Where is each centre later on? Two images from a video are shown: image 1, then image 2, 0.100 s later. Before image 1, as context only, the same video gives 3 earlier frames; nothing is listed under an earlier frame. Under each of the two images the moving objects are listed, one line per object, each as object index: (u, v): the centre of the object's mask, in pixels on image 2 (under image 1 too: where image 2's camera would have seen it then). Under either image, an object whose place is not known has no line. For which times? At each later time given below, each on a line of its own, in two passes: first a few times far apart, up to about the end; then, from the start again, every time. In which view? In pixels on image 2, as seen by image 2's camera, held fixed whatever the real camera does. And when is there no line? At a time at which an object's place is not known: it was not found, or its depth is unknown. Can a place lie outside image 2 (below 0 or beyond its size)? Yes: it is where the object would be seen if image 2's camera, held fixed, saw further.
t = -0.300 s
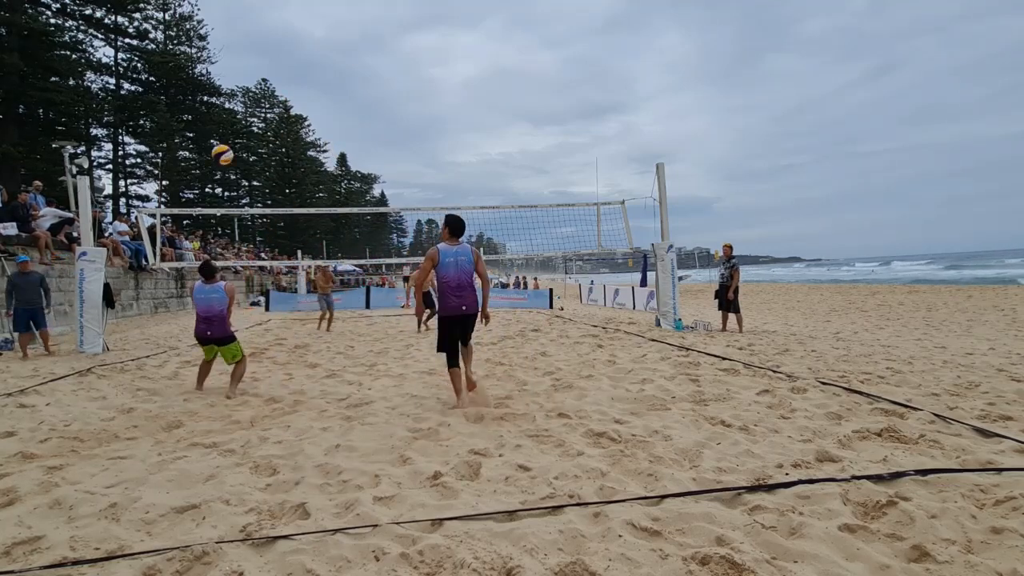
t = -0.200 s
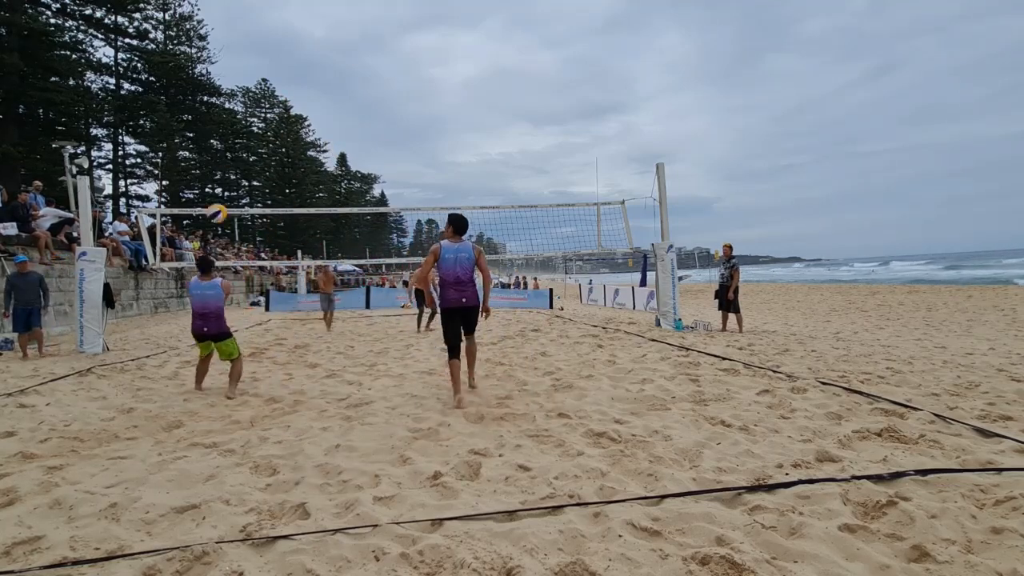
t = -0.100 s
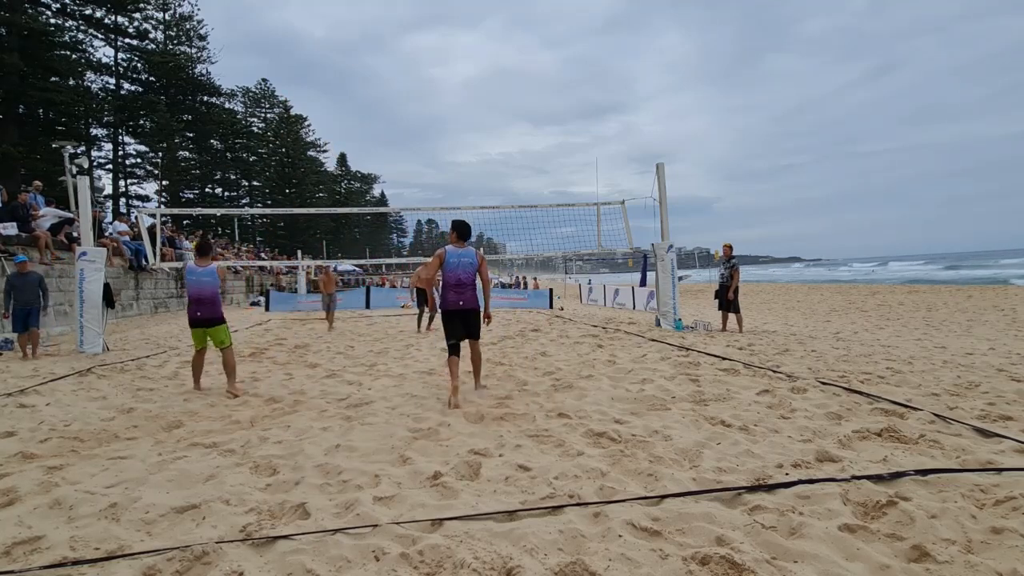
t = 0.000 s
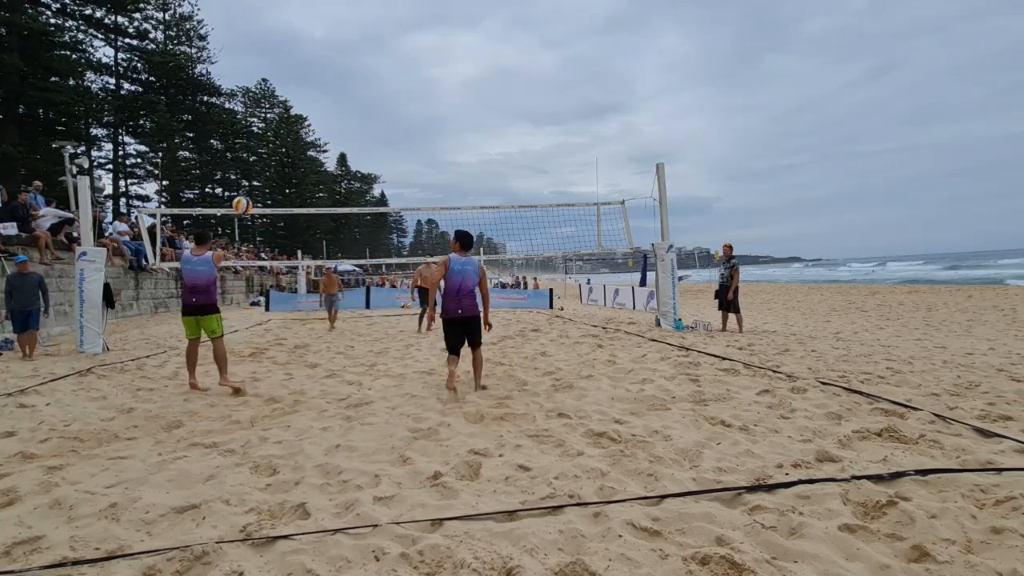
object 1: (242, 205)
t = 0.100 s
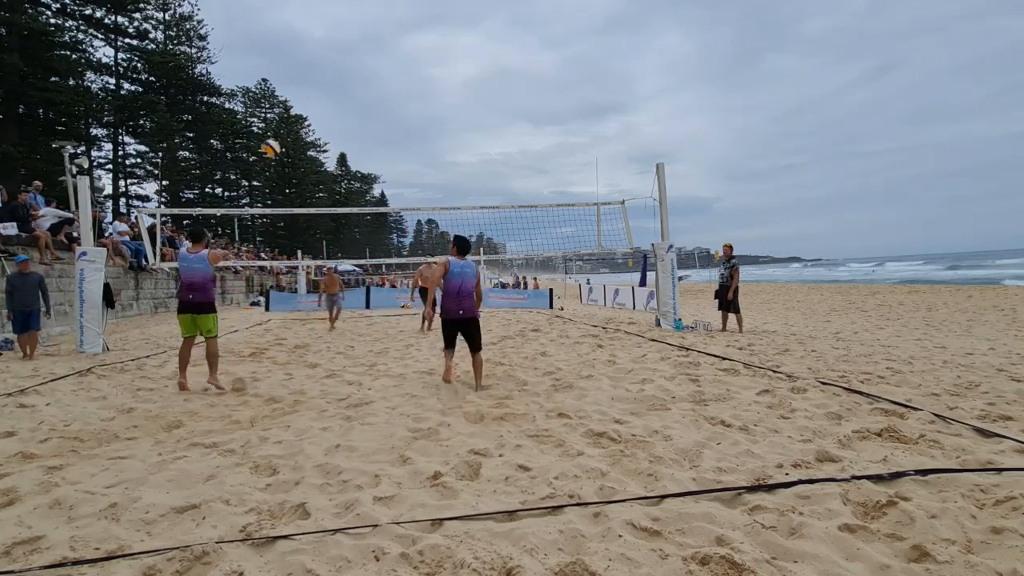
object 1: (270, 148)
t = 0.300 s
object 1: (323, 68)
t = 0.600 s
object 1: (393, 15)
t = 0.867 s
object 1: (446, 25)
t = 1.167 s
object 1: (496, 85)
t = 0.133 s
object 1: (278, 131)
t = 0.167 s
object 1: (289, 117)
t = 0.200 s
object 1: (298, 103)
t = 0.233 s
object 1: (306, 90)
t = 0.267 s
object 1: (314, 79)
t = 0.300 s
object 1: (323, 68)
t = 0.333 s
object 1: (331, 58)
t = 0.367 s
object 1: (339, 49)
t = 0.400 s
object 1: (347, 41)
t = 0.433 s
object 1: (355, 34)
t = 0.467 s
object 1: (363, 29)
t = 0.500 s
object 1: (371, 24)
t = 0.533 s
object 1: (378, 21)
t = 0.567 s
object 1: (385, 18)
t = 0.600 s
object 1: (393, 15)
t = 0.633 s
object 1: (400, 14)
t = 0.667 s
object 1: (407, 13)
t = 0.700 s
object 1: (414, 14)
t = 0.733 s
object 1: (420, 14)
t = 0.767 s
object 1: (427, 16)
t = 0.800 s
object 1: (434, 18)
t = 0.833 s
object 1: (440, 21)
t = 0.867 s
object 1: (446, 25)
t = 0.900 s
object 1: (453, 29)
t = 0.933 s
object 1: (458, 34)
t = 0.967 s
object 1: (464, 40)
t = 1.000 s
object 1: (470, 46)
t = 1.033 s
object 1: (476, 53)
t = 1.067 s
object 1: (481, 60)
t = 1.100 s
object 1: (486, 68)
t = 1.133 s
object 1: (491, 77)
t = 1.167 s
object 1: (496, 85)
